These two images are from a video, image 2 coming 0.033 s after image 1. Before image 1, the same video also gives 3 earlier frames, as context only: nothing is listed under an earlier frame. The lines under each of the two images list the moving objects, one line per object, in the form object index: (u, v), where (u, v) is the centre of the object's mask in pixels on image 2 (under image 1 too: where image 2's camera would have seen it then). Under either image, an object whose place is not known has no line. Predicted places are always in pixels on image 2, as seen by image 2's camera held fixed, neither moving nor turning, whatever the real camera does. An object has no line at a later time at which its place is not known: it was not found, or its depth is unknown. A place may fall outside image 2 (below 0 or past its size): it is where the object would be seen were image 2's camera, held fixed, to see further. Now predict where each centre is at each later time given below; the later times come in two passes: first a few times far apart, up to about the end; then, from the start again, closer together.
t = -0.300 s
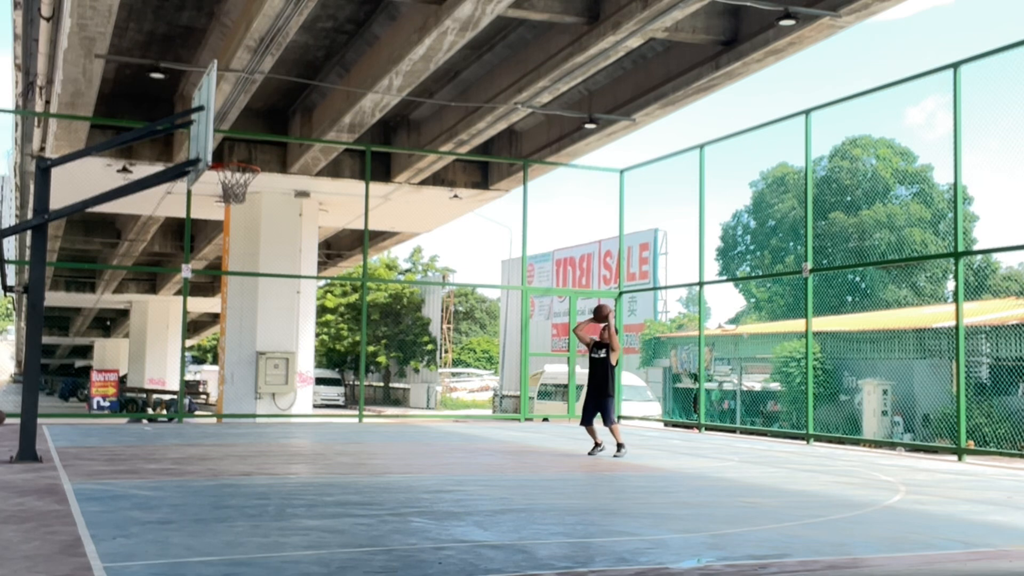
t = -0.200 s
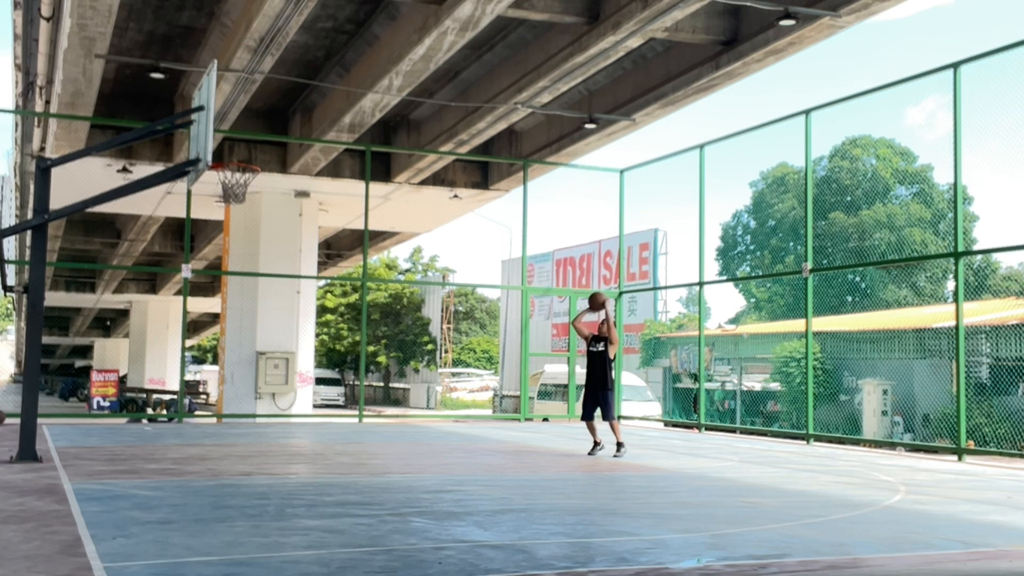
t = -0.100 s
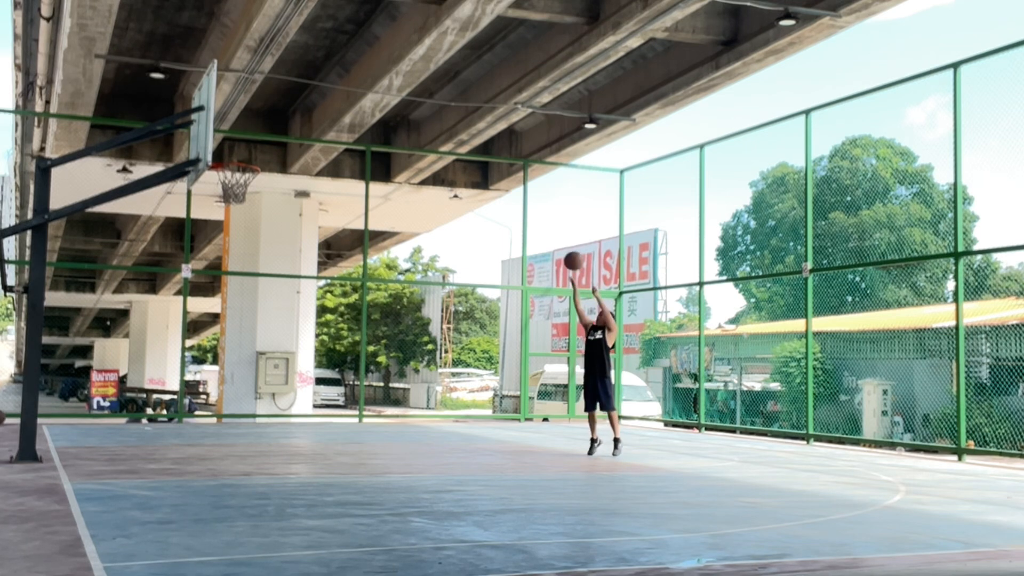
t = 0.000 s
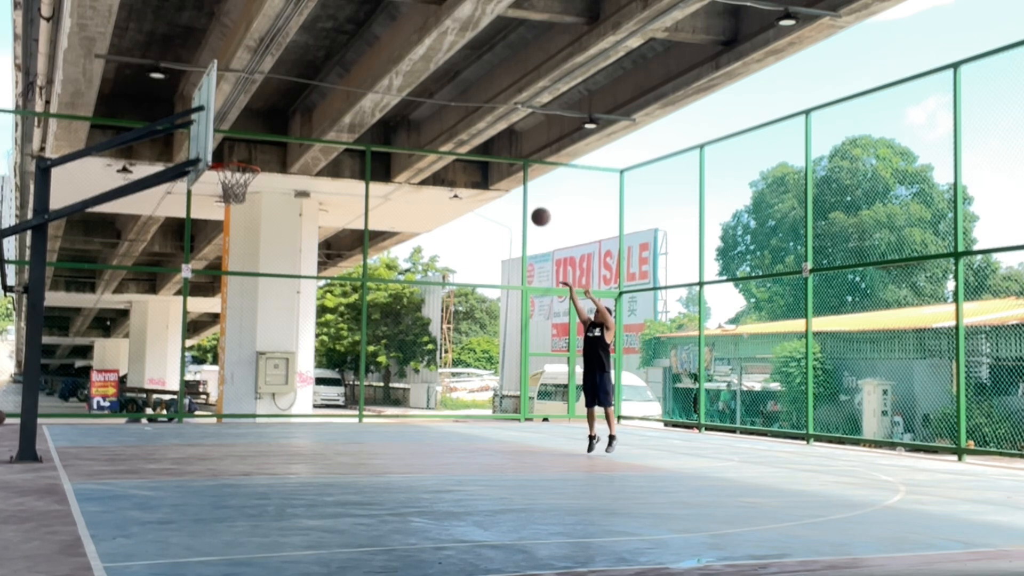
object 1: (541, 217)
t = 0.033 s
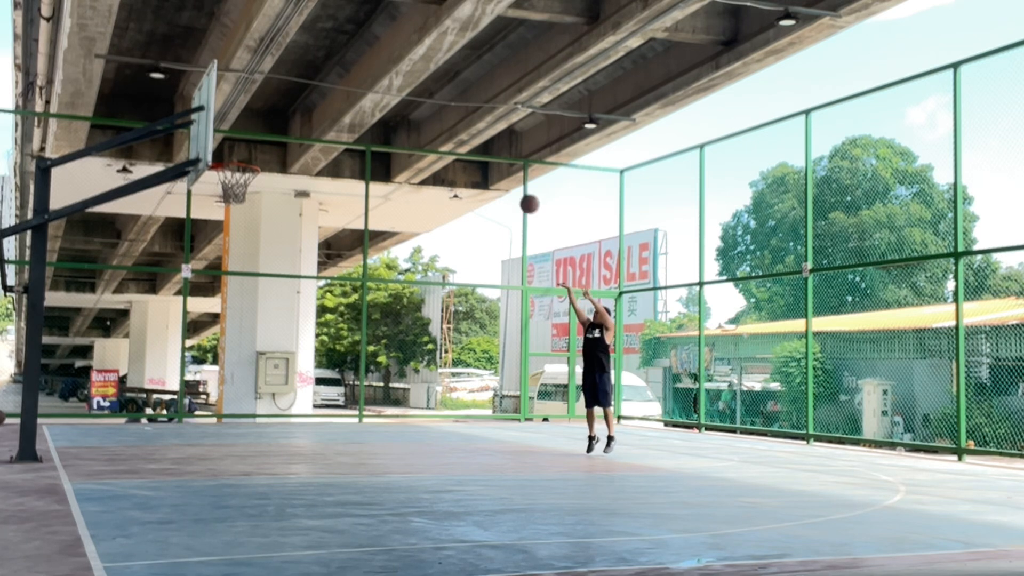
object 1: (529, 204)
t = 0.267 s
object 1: (449, 138)
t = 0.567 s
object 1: (339, 119)
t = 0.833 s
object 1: (233, 168)
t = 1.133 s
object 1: (236, 194)
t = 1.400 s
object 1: (246, 252)
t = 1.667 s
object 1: (252, 371)
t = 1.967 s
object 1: (266, 360)
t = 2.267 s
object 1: (282, 281)
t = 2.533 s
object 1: (292, 278)
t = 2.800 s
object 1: (300, 336)
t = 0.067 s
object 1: (517, 191)
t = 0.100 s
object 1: (506, 180)
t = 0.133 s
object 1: (496, 171)
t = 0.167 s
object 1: (484, 161)
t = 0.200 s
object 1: (473, 153)
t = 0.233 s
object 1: (460, 145)
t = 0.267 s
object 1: (449, 138)
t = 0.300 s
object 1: (437, 132)
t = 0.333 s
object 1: (426, 127)
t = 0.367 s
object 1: (414, 124)
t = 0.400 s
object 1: (402, 122)
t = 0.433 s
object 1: (389, 119)
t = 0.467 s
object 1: (377, 117)
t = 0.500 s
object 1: (364, 116)
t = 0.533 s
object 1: (351, 117)
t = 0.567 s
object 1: (339, 119)
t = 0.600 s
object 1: (325, 121)
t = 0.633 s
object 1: (313, 126)
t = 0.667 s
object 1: (301, 129)
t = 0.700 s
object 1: (288, 136)
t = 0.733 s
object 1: (275, 142)
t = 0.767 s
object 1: (262, 150)
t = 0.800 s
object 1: (249, 156)
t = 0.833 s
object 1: (233, 168)
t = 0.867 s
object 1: (223, 178)
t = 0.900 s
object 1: (224, 183)
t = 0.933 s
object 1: (224, 182)
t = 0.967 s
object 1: (226, 181)
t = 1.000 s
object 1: (228, 183)
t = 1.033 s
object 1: (231, 184)
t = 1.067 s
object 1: (232, 187)
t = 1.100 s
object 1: (234, 190)
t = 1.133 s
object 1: (236, 194)
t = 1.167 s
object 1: (237, 198)
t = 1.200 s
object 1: (239, 203)
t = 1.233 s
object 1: (240, 209)
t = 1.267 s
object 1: (242, 215)
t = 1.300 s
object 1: (243, 223)
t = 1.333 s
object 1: (244, 232)
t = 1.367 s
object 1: (245, 241)
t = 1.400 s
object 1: (246, 252)
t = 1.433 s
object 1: (247, 263)
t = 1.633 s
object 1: (252, 353)
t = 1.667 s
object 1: (252, 371)
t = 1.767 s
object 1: (253, 432)
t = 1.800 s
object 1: (254, 442)
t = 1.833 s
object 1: (257, 424)
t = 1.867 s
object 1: (259, 406)
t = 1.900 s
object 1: (262, 390)
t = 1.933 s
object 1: (264, 374)
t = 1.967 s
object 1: (266, 360)
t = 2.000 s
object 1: (268, 347)
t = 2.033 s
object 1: (270, 335)
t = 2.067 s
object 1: (272, 324)
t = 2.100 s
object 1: (274, 314)
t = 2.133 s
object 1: (276, 305)
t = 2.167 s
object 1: (277, 298)
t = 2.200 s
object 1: (279, 291)
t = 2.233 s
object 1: (281, 285)
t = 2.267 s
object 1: (282, 281)
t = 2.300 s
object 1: (283, 277)
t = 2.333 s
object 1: (285, 274)
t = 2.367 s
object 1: (286, 273)
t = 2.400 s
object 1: (287, 272)
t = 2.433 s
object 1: (289, 272)
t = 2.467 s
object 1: (290, 273)
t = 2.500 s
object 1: (291, 275)
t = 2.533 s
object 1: (292, 278)
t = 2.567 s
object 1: (293, 283)
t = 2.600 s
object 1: (294, 288)
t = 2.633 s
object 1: (296, 293)
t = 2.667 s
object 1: (297, 300)
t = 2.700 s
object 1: (298, 308)
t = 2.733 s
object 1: (298, 316)
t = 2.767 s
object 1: (299, 326)
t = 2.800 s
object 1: (300, 336)
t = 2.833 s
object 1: (301, 348)
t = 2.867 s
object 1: (301, 360)
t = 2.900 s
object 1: (302, 373)
